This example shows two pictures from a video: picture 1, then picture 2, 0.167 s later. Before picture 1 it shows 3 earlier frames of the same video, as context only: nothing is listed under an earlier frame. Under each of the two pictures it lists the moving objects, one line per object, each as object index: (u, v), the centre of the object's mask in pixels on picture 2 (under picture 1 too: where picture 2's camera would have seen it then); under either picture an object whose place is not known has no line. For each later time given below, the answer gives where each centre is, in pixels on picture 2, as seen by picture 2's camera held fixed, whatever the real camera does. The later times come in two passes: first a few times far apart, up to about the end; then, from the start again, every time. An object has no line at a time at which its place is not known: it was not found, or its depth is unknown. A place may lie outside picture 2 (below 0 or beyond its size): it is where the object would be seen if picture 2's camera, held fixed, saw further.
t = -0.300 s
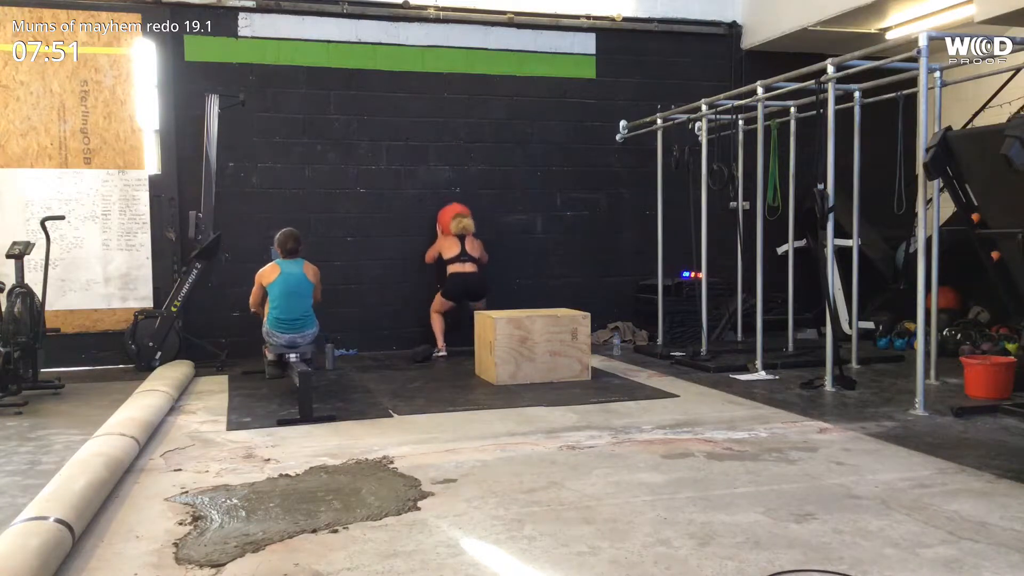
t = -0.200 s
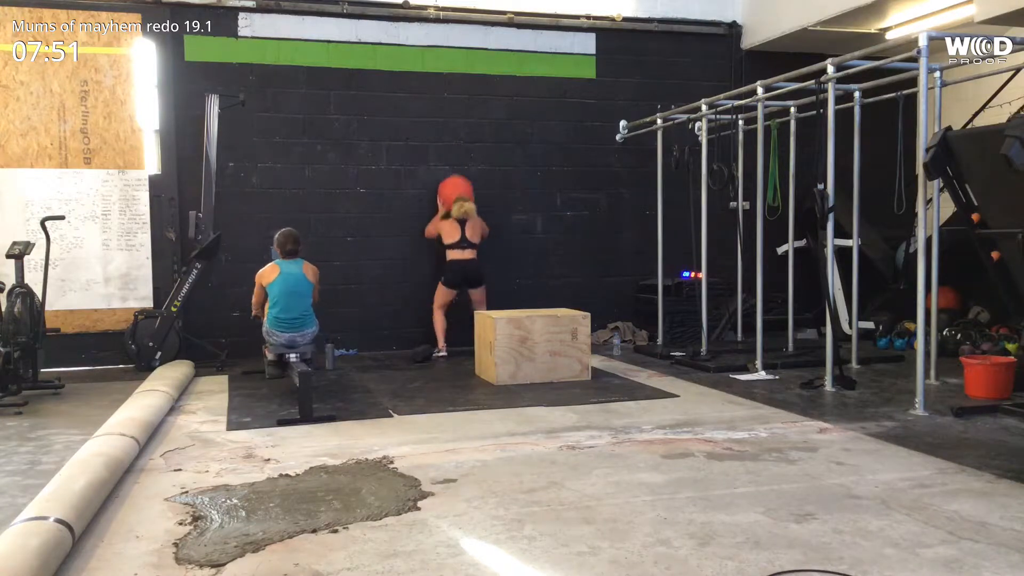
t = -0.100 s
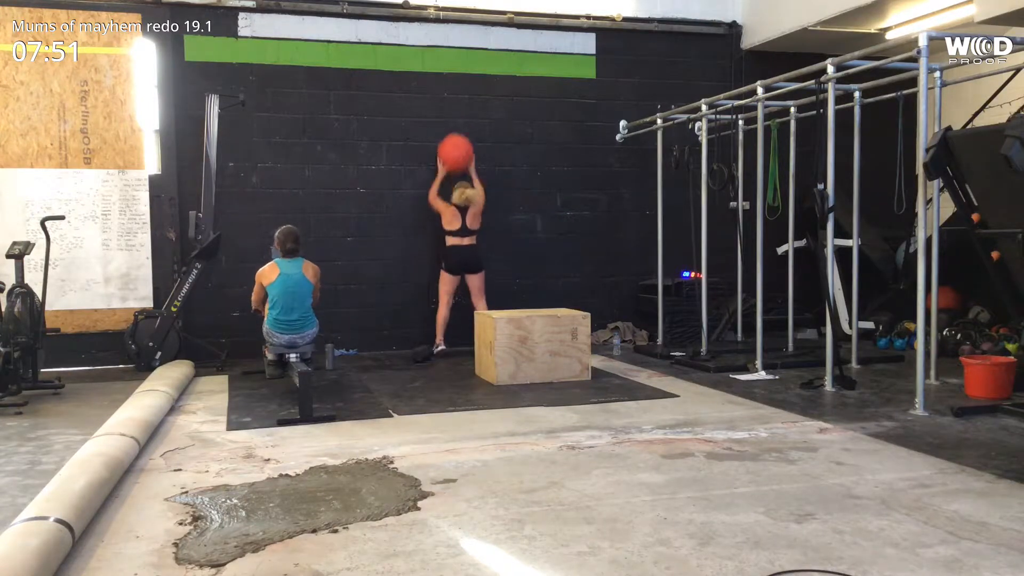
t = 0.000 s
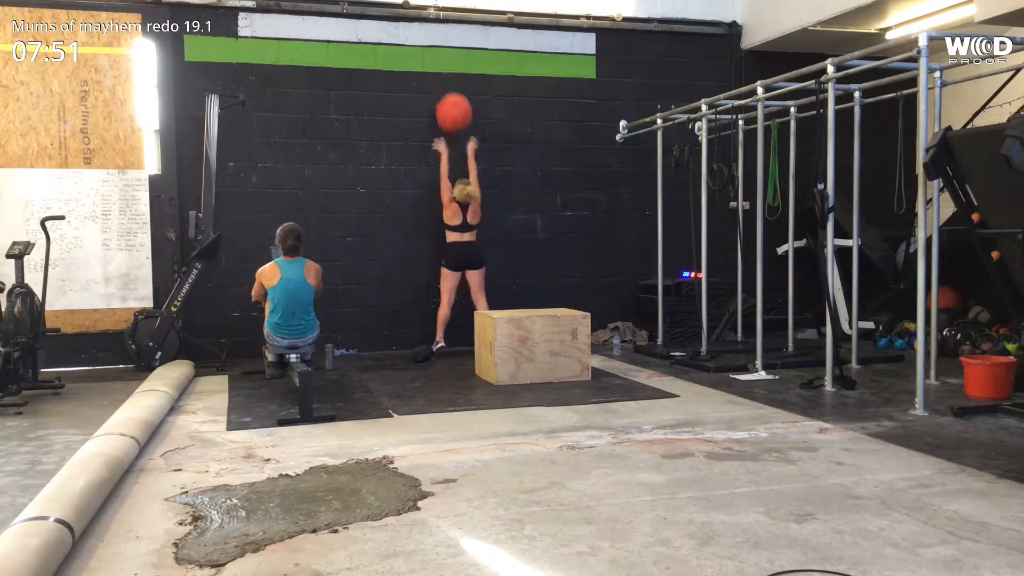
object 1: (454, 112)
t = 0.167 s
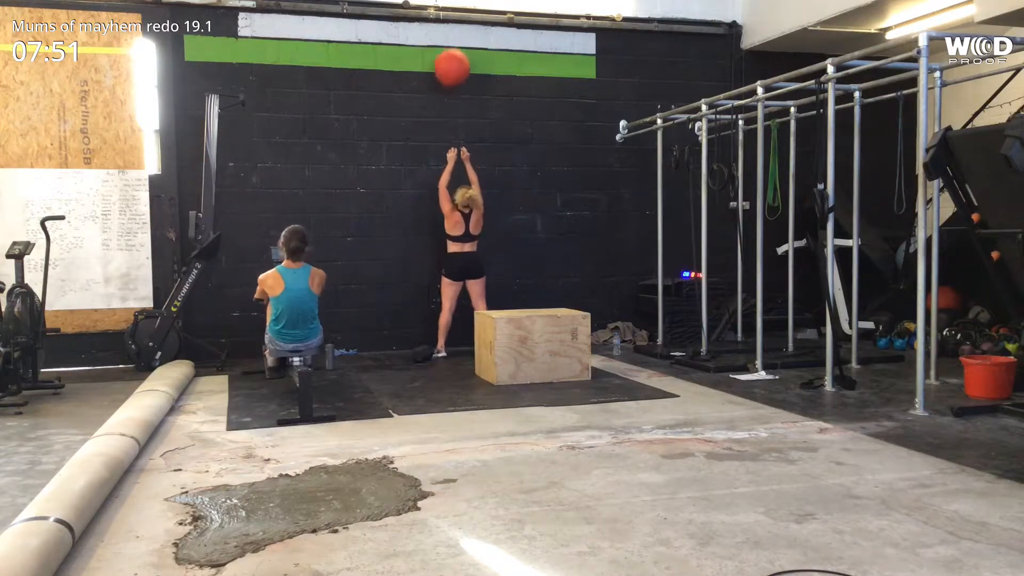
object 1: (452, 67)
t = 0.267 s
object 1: (451, 54)
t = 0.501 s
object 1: (451, 58)
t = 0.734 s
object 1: (454, 116)
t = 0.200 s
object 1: (451, 62)
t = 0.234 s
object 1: (451, 57)
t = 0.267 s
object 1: (451, 54)
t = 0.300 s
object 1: (450, 52)
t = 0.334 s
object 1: (450, 51)
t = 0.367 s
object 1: (450, 51)
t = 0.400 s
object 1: (450, 51)
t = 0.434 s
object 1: (450, 53)
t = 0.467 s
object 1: (451, 55)
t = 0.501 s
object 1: (451, 58)
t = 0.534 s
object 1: (451, 63)
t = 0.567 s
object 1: (451, 69)
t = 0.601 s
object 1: (452, 76)
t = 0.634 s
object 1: (452, 85)
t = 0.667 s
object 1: (453, 94)
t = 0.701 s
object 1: (453, 104)
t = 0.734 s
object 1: (454, 116)
